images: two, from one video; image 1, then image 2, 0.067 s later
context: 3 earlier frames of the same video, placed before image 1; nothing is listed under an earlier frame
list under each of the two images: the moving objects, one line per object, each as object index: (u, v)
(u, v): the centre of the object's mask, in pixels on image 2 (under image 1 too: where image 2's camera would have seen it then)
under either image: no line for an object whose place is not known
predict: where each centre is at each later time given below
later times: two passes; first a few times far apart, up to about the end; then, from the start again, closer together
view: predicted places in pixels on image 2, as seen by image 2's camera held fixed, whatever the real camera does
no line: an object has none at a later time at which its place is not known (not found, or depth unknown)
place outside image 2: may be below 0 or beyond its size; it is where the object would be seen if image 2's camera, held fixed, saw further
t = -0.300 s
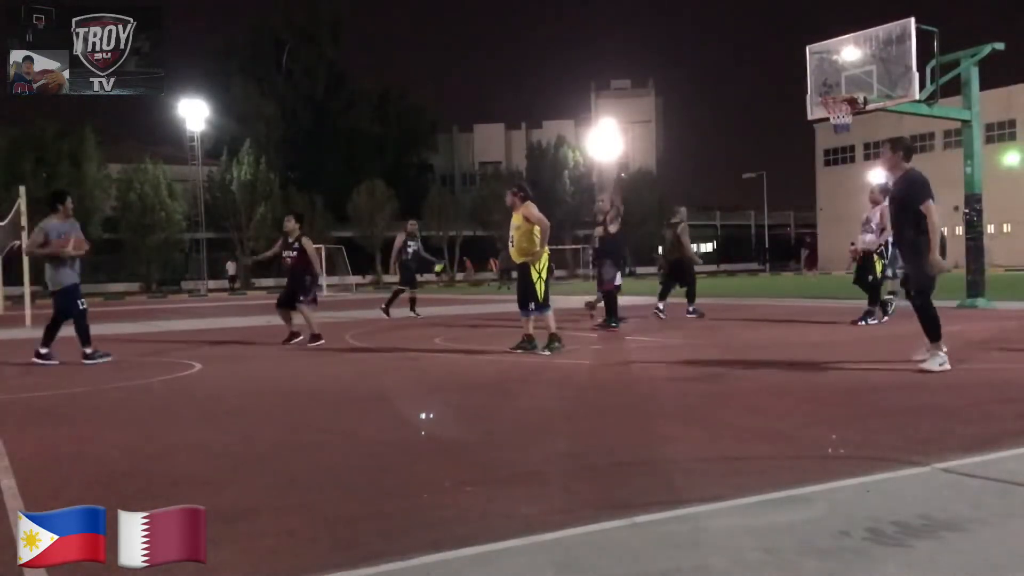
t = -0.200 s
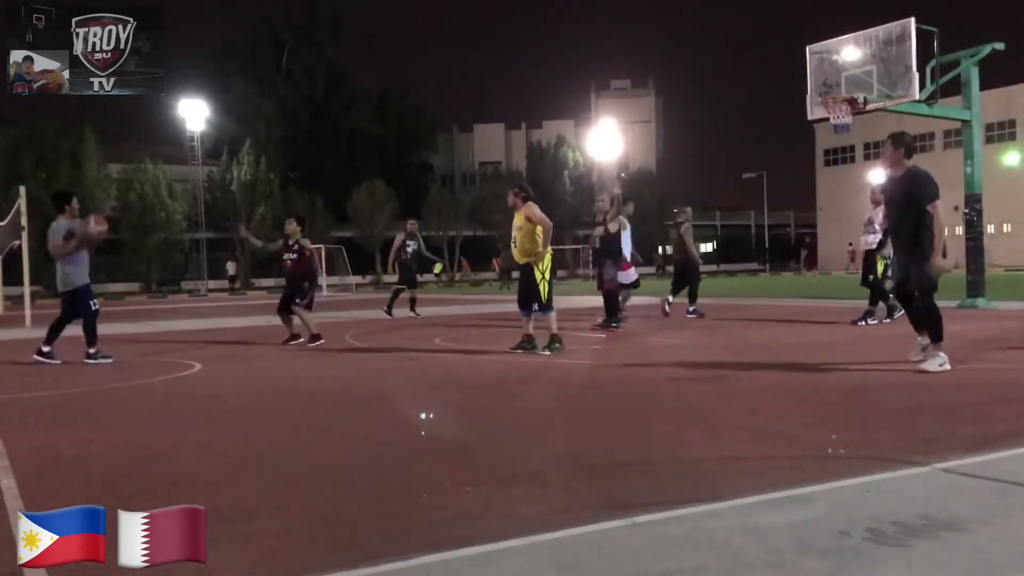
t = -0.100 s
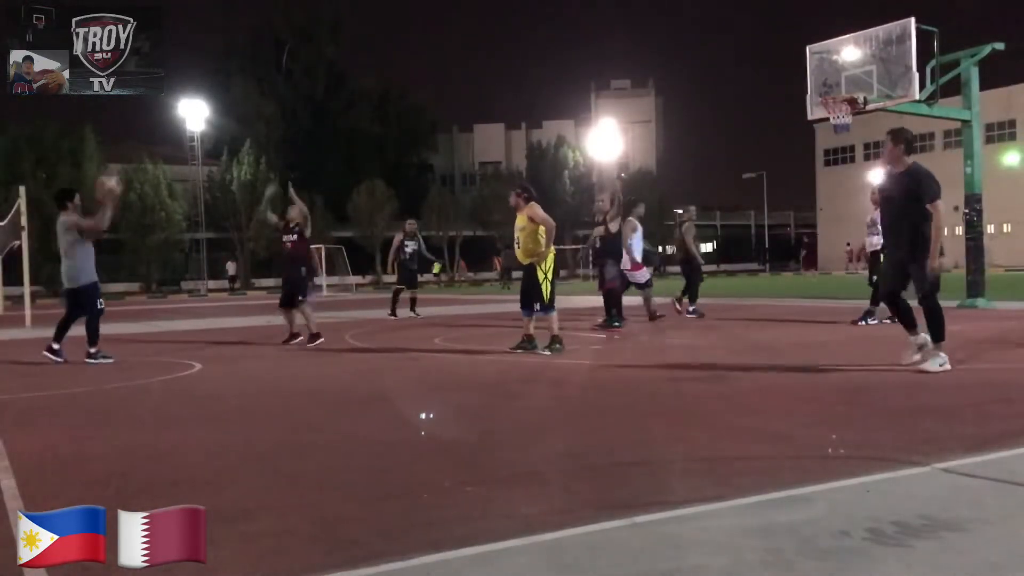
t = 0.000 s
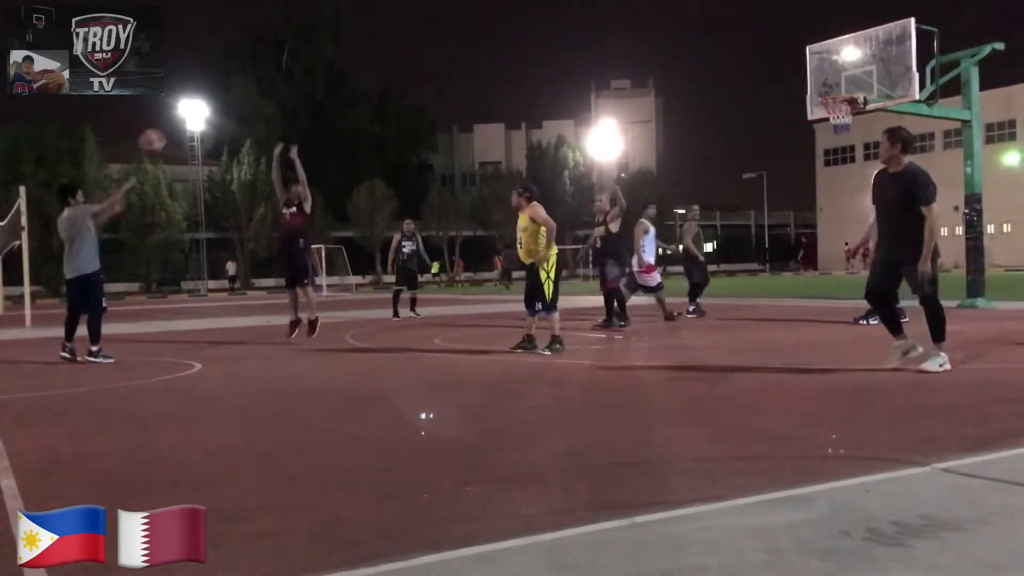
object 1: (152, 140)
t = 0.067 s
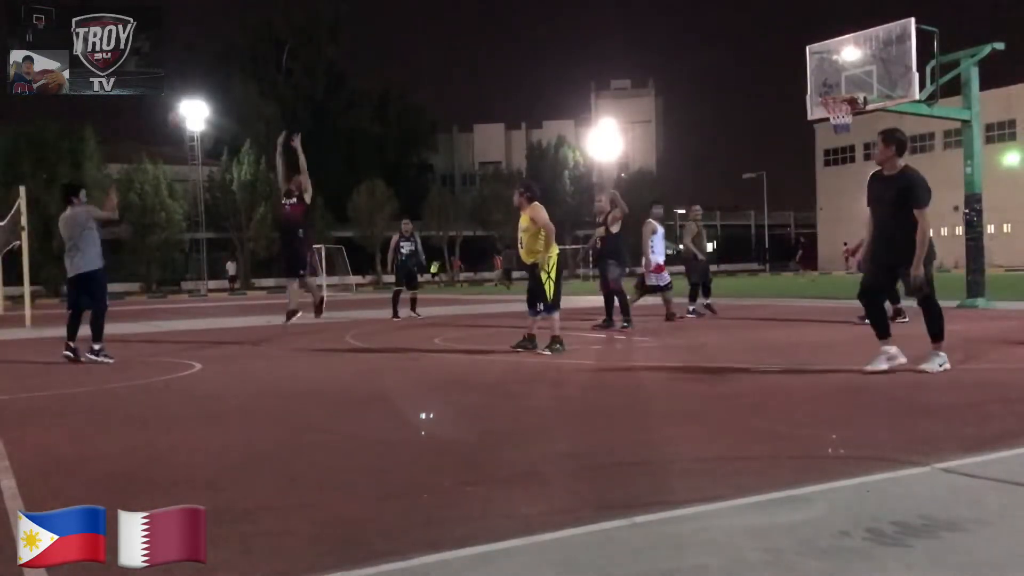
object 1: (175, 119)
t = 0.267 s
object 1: (253, 85)
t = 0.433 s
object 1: (304, 84)
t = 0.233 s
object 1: (242, 87)
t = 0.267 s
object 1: (253, 85)
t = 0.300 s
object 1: (264, 84)
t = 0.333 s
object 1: (275, 82)
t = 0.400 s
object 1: (295, 82)
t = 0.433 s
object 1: (304, 84)
